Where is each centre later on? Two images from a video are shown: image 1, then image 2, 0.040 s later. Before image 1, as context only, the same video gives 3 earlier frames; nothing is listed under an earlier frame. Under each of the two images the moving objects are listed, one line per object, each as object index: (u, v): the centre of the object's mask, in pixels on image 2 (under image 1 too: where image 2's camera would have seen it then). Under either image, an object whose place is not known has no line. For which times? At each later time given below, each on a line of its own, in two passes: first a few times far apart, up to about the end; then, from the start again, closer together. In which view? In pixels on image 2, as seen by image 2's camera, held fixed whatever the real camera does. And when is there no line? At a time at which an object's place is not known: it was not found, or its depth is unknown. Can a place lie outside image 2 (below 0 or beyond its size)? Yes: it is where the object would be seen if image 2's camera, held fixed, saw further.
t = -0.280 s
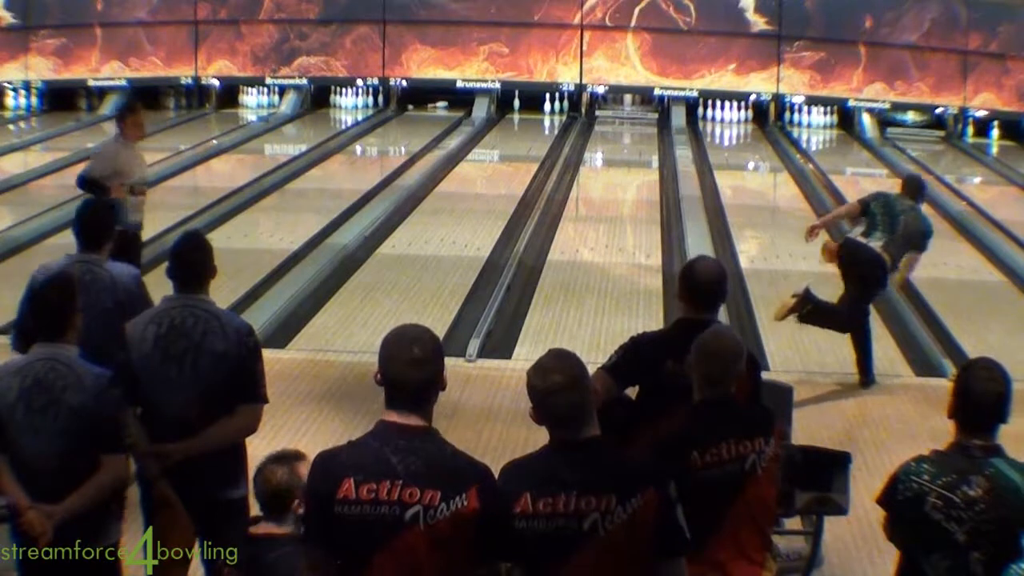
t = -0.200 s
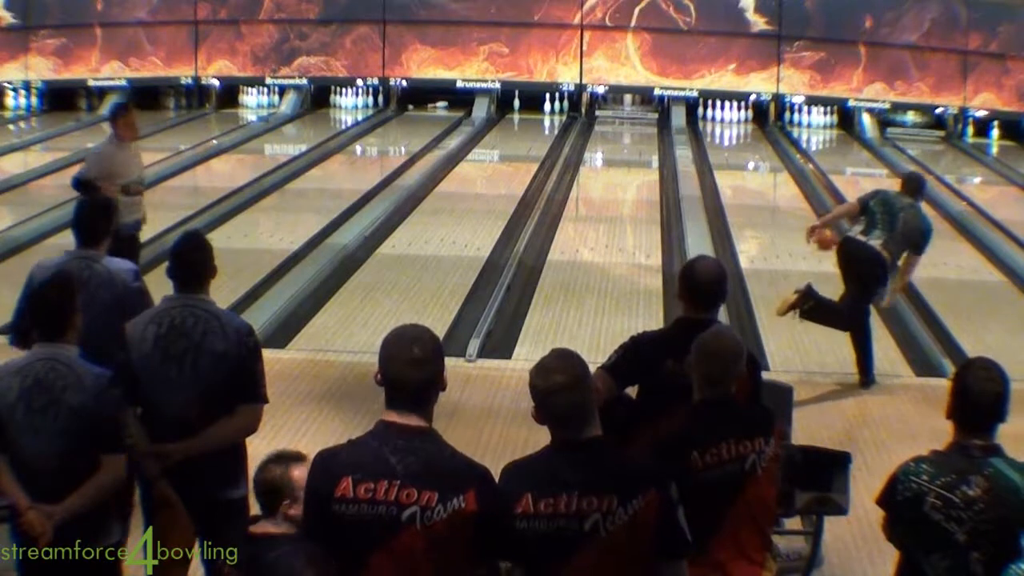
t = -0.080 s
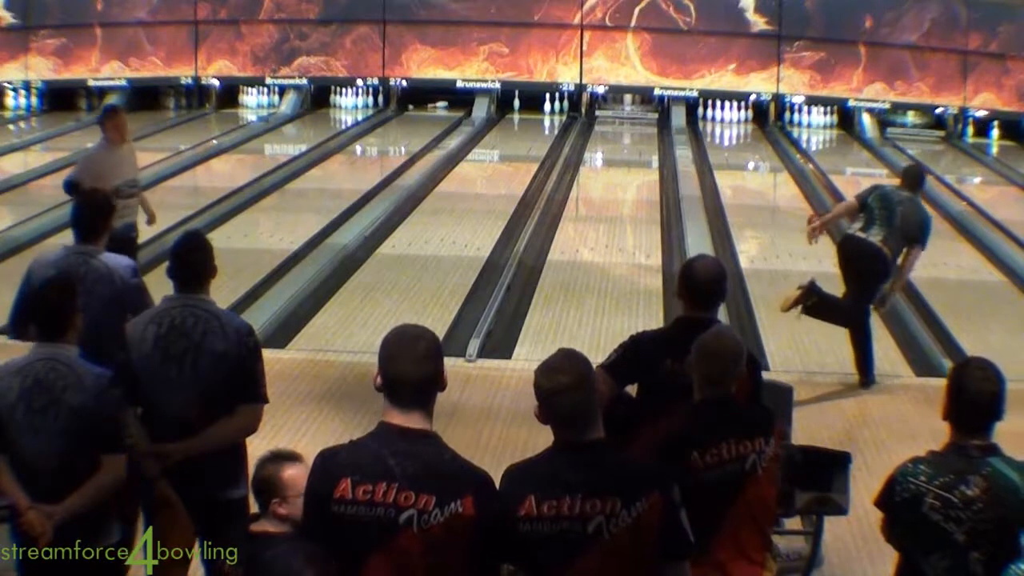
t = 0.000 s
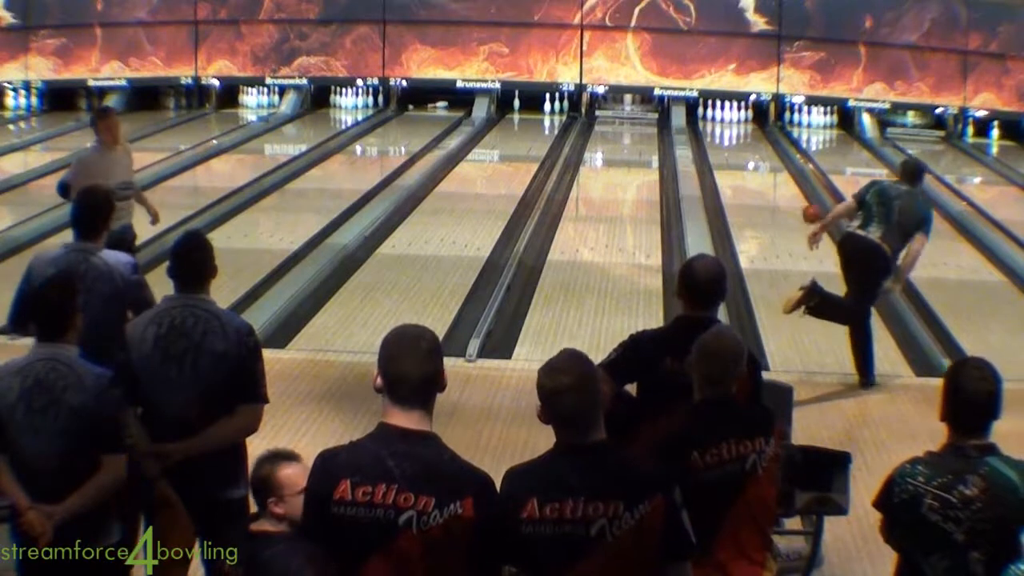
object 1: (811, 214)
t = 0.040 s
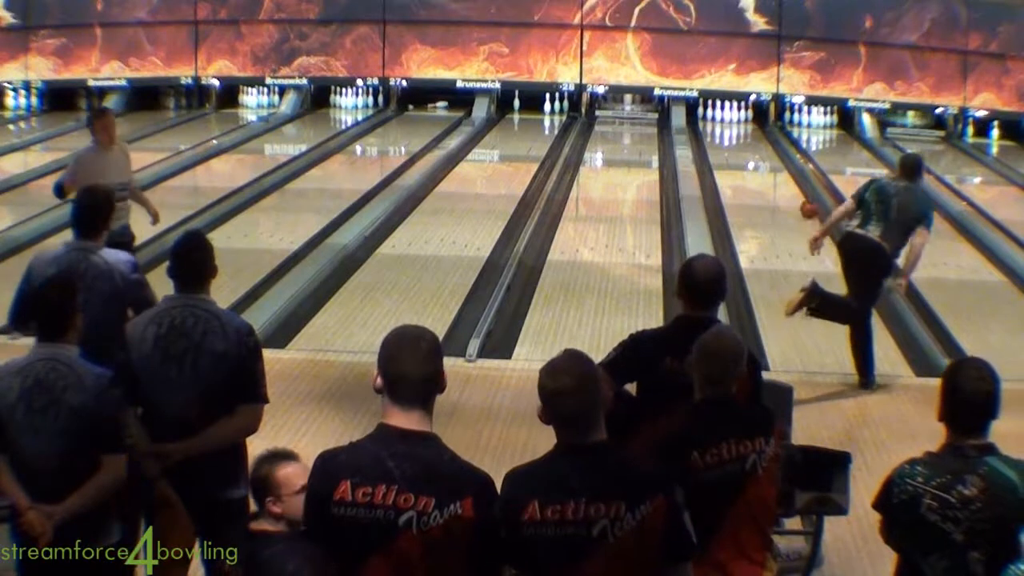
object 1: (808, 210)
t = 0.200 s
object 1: (799, 193)
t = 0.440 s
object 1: (786, 172)
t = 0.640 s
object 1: (776, 157)
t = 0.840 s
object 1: (767, 145)
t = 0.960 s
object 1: (761, 139)
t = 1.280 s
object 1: (743, 125)
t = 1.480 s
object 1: (734, 116)
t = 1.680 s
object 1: (734, 114)
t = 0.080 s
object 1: (806, 205)
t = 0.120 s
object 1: (803, 200)
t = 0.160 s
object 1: (801, 195)
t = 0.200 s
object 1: (799, 193)
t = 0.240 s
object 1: (796, 189)
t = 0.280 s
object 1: (794, 185)
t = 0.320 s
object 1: (792, 181)
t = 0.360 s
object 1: (790, 177)
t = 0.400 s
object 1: (787, 174)
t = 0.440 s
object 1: (786, 172)
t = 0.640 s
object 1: (776, 157)
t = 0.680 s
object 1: (774, 154)
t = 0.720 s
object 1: (772, 151)
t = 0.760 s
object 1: (771, 149)
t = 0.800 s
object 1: (769, 147)
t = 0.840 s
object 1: (767, 145)
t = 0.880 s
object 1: (764, 144)
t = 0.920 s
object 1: (763, 141)
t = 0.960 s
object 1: (761, 139)
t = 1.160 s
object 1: (751, 129)
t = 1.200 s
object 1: (749, 127)
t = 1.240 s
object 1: (746, 126)
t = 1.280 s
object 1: (743, 125)
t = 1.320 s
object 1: (740, 123)
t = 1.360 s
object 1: (739, 121)
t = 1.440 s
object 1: (735, 117)
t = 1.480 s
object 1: (734, 116)
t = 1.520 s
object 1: (735, 116)
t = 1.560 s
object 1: (734, 114)
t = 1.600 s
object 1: (734, 114)
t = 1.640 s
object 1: (734, 114)
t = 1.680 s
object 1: (734, 114)
